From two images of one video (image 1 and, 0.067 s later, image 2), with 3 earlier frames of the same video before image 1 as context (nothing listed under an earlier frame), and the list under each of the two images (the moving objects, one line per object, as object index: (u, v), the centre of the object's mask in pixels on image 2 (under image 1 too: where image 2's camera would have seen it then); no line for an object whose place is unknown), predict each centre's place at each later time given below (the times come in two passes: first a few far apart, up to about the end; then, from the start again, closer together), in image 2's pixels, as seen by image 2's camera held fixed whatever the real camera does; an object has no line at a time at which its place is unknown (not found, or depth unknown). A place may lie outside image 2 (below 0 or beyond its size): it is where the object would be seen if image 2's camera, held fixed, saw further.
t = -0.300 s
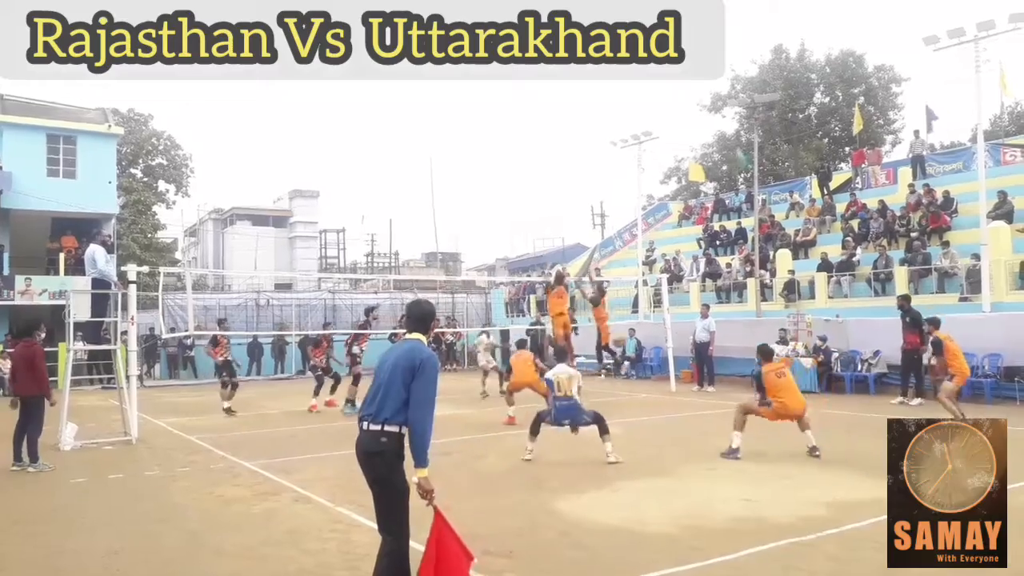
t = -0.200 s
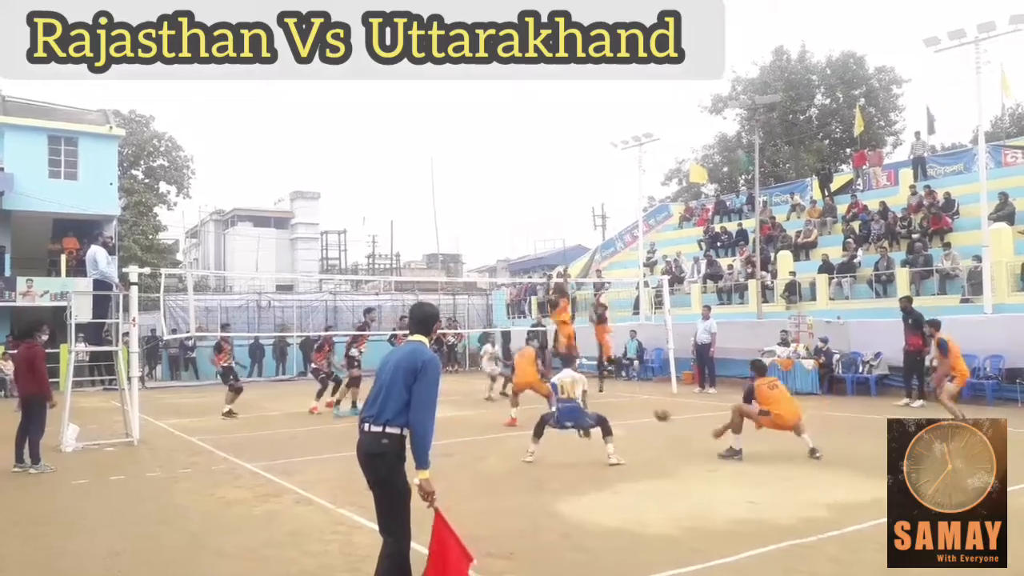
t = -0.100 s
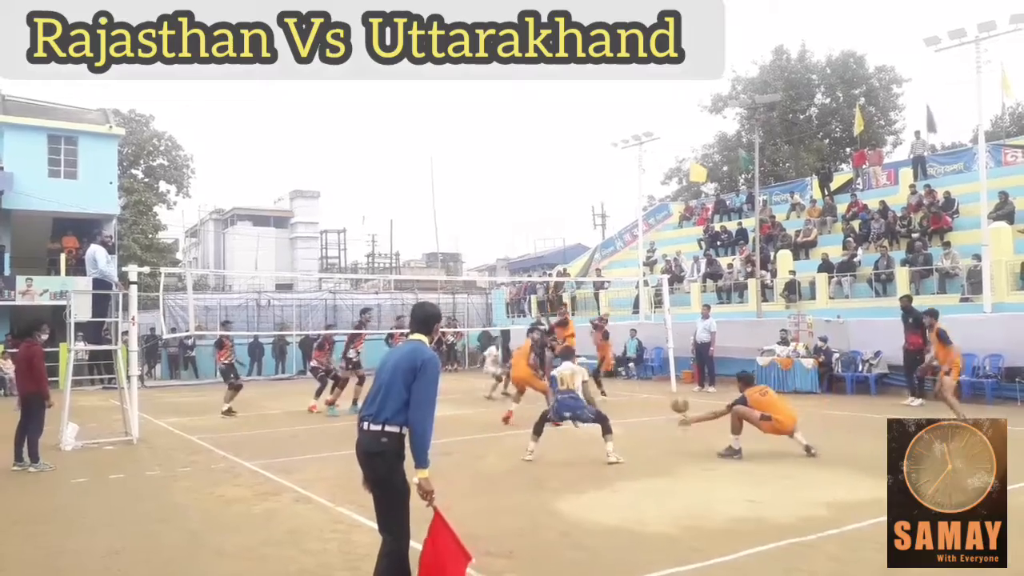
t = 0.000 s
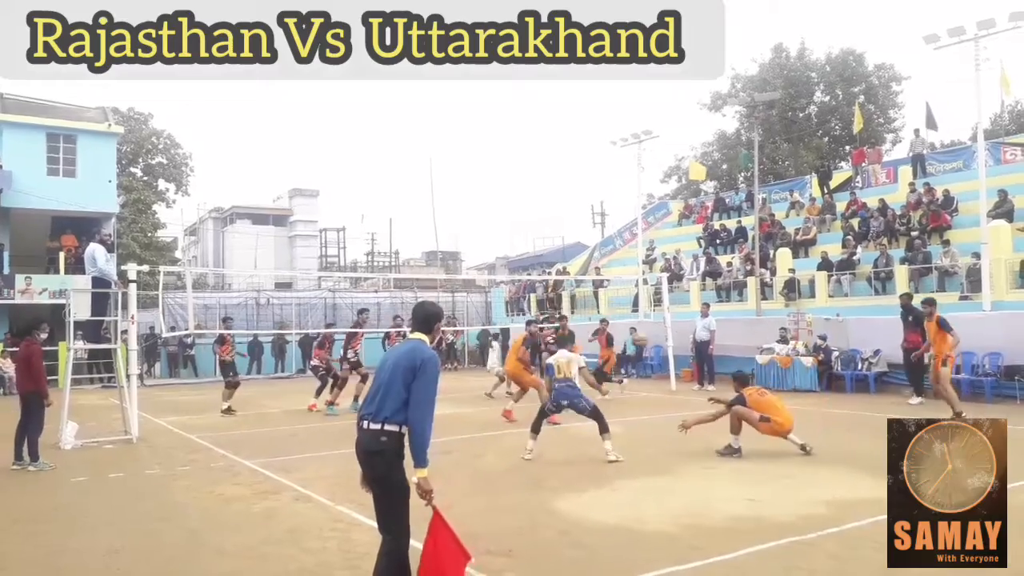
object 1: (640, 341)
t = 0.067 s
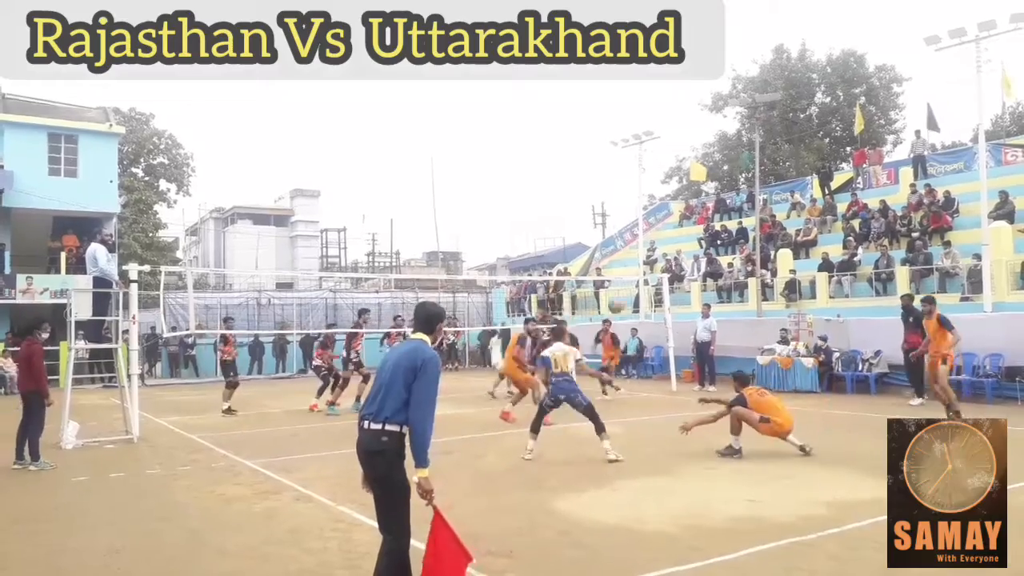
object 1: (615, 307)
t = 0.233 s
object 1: (561, 238)
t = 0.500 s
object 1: (487, 178)
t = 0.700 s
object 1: (438, 165)
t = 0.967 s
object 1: (380, 186)
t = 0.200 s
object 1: (570, 250)
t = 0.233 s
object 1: (561, 238)
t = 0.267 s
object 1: (551, 228)
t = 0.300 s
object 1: (542, 218)
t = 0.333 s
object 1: (532, 209)
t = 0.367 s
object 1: (522, 202)
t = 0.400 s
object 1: (513, 194)
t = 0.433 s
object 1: (505, 188)
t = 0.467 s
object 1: (496, 183)
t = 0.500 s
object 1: (487, 178)
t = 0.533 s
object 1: (479, 174)
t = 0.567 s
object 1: (470, 171)
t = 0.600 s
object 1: (462, 168)
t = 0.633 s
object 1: (454, 166)
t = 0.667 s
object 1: (446, 165)
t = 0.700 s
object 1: (438, 165)
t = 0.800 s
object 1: (415, 167)
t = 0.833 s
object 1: (408, 170)
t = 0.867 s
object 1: (401, 173)
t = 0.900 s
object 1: (394, 177)
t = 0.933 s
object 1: (387, 181)
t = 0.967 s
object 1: (380, 186)
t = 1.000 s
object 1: (373, 190)
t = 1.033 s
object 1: (367, 197)
